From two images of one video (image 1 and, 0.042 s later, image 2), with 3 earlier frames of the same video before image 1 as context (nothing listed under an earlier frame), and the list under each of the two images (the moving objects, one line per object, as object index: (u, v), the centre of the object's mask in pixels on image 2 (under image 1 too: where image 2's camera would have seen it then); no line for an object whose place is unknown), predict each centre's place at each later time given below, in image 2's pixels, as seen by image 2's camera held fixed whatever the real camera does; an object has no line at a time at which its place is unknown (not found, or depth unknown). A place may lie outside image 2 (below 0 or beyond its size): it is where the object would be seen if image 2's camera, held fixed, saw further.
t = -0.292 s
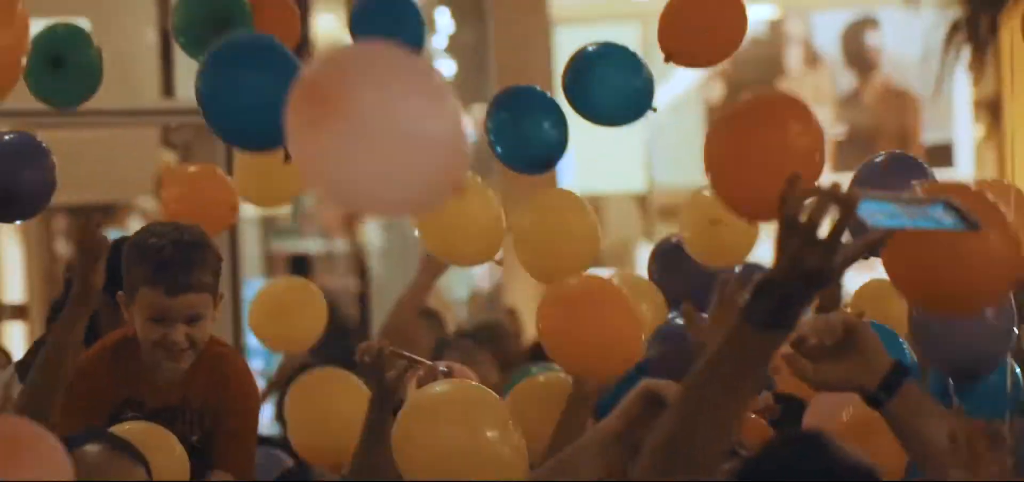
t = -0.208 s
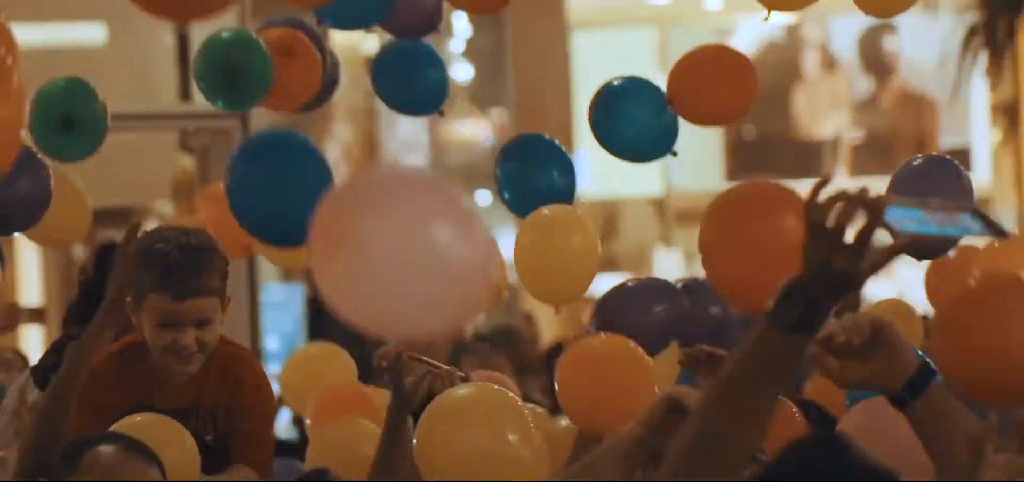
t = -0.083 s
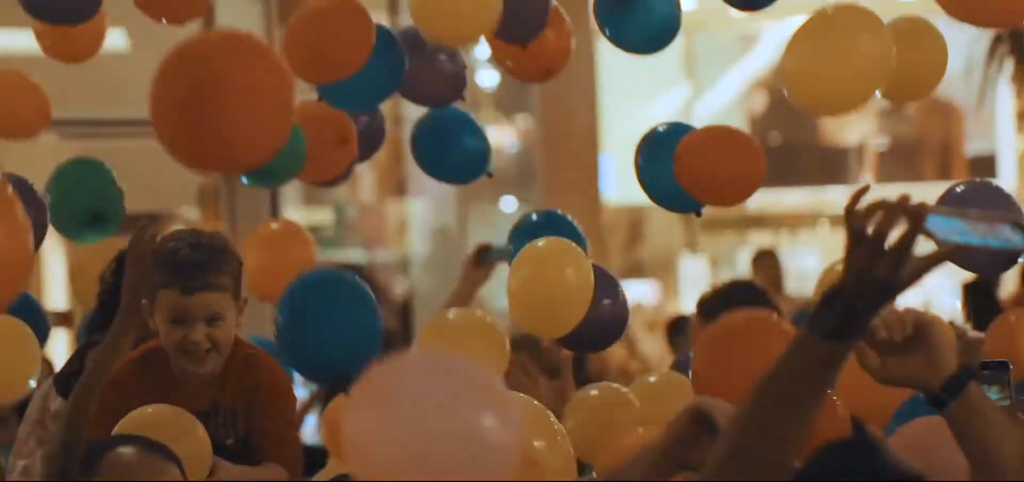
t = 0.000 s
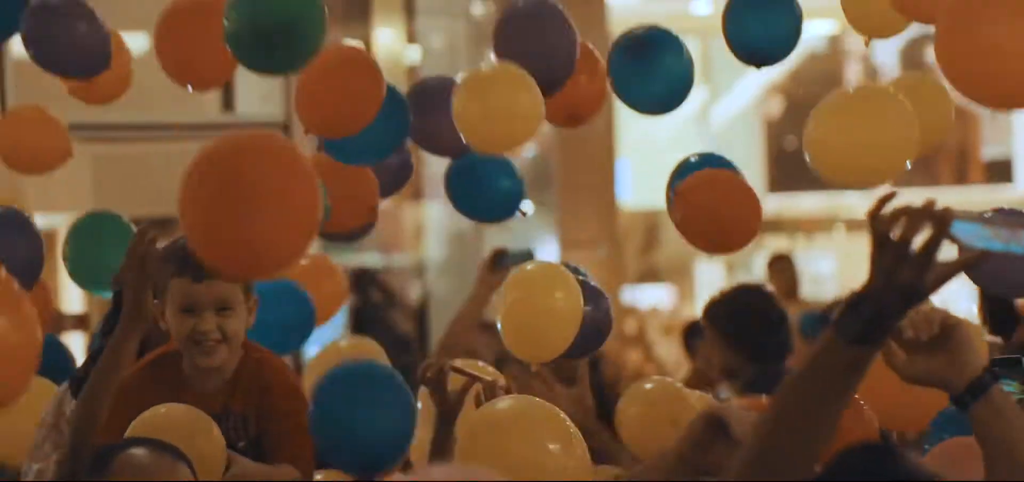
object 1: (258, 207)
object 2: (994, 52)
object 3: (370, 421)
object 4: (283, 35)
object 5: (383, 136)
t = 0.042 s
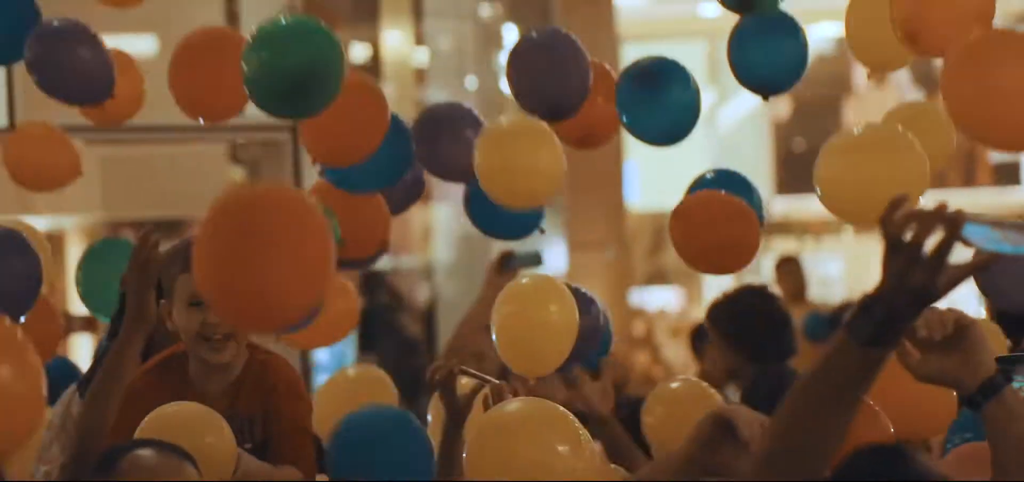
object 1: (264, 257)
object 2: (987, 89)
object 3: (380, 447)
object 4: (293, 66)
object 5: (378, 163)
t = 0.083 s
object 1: (268, 307)
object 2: (979, 129)
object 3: (391, 465)
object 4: (304, 109)
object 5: (374, 190)
